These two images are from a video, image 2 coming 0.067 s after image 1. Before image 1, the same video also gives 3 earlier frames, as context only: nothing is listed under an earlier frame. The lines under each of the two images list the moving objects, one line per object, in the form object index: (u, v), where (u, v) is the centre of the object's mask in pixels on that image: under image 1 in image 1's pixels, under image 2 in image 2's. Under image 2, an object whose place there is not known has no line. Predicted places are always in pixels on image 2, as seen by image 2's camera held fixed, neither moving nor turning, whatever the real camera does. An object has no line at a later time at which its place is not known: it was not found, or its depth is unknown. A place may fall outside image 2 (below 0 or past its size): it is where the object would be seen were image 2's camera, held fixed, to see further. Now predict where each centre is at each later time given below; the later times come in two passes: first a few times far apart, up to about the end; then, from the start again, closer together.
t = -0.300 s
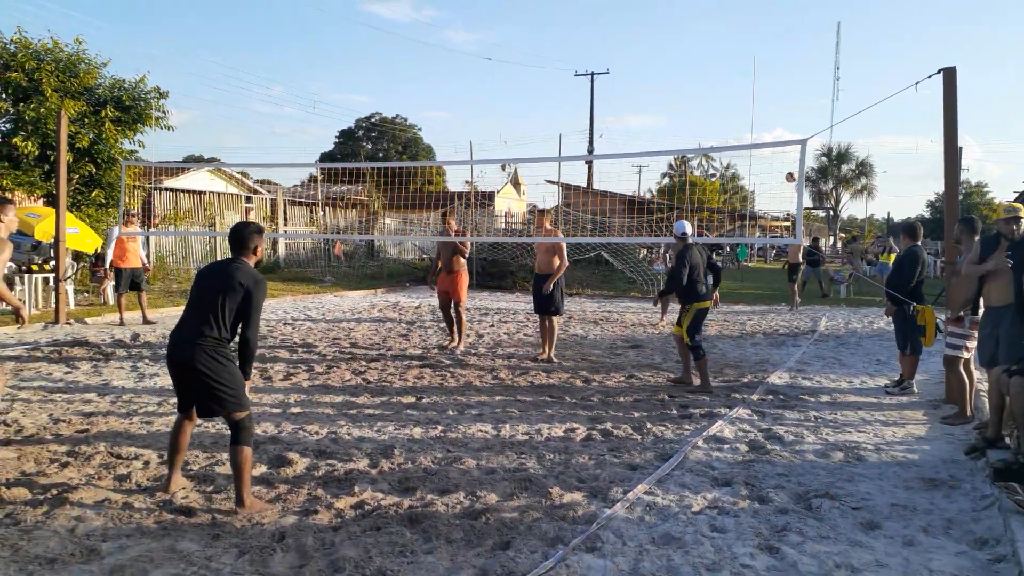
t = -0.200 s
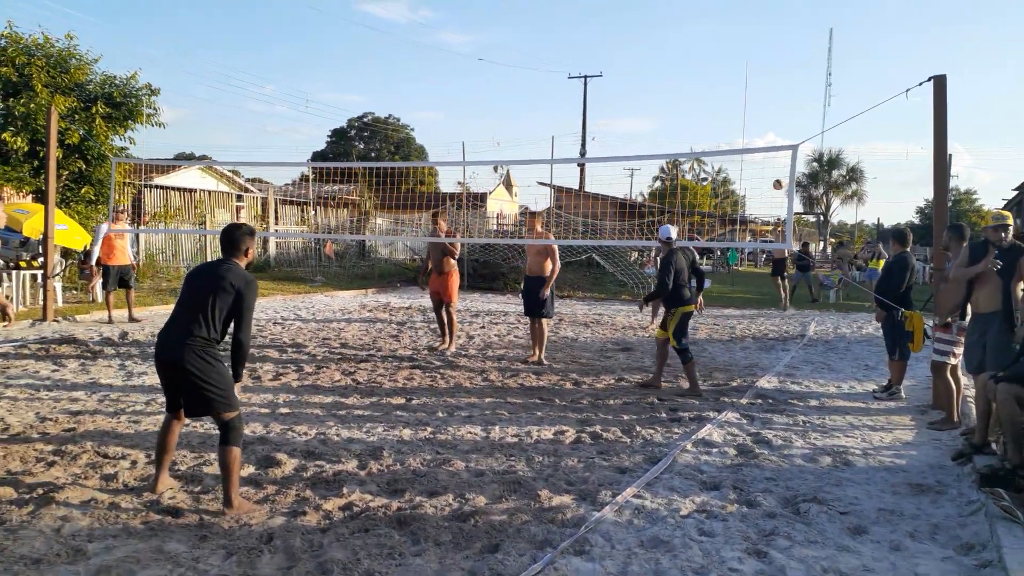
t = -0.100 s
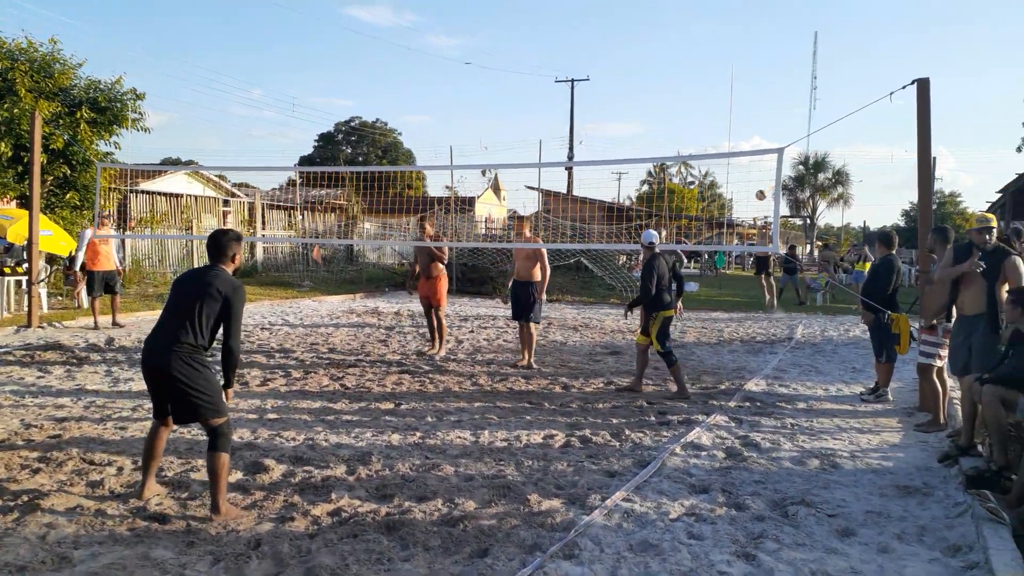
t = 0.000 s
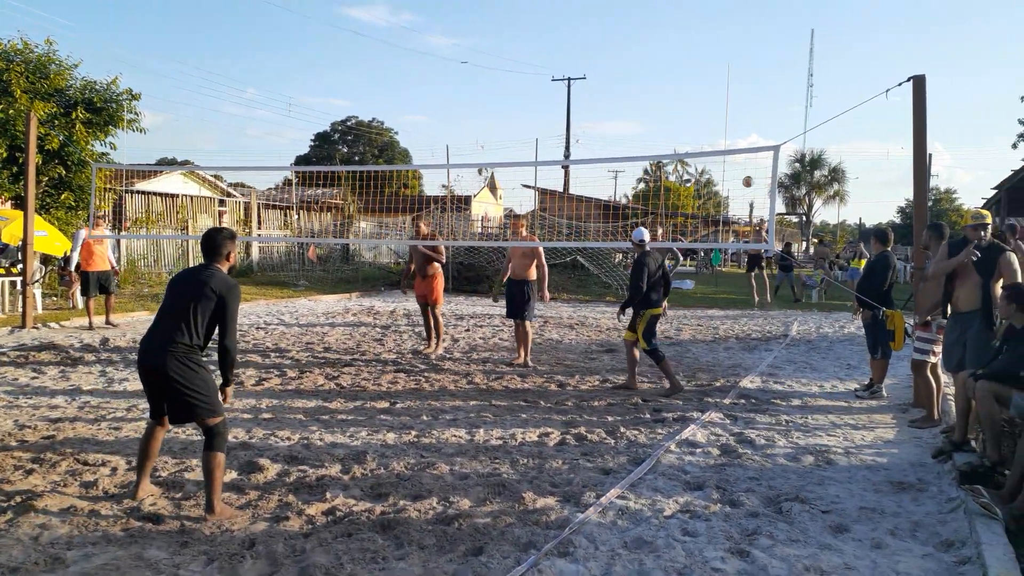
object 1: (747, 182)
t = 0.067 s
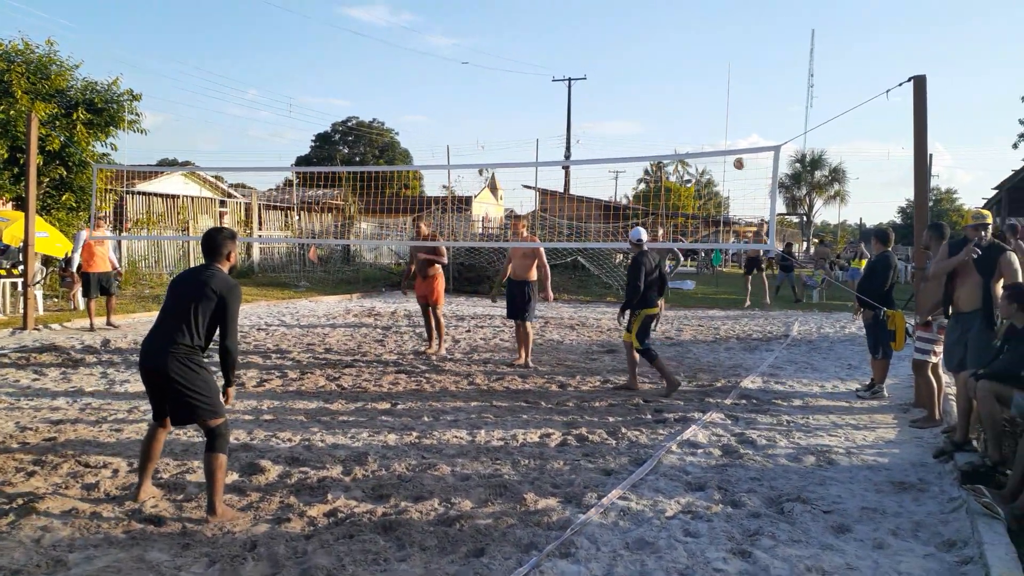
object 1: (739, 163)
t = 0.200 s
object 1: (719, 128)
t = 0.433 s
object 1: (668, 75)
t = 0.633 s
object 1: (600, 53)
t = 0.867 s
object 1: (467, 91)
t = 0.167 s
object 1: (724, 137)
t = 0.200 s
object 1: (719, 128)
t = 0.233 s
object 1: (713, 119)
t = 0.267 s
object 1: (706, 111)
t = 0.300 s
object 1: (699, 103)
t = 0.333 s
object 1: (692, 95)
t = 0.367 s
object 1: (685, 88)
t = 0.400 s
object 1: (676, 81)
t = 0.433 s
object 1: (668, 75)
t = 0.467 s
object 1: (658, 69)
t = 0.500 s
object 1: (648, 64)
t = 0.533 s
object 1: (637, 61)
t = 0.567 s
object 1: (626, 57)
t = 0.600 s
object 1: (613, 55)
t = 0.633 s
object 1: (600, 53)
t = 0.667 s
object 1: (585, 53)
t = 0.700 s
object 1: (569, 55)
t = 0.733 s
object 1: (552, 58)
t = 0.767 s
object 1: (533, 63)
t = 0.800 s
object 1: (513, 70)
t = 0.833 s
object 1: (492, 79)
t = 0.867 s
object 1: (467, 91)
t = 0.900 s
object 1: (441, 105)
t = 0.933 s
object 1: (412, 122)
